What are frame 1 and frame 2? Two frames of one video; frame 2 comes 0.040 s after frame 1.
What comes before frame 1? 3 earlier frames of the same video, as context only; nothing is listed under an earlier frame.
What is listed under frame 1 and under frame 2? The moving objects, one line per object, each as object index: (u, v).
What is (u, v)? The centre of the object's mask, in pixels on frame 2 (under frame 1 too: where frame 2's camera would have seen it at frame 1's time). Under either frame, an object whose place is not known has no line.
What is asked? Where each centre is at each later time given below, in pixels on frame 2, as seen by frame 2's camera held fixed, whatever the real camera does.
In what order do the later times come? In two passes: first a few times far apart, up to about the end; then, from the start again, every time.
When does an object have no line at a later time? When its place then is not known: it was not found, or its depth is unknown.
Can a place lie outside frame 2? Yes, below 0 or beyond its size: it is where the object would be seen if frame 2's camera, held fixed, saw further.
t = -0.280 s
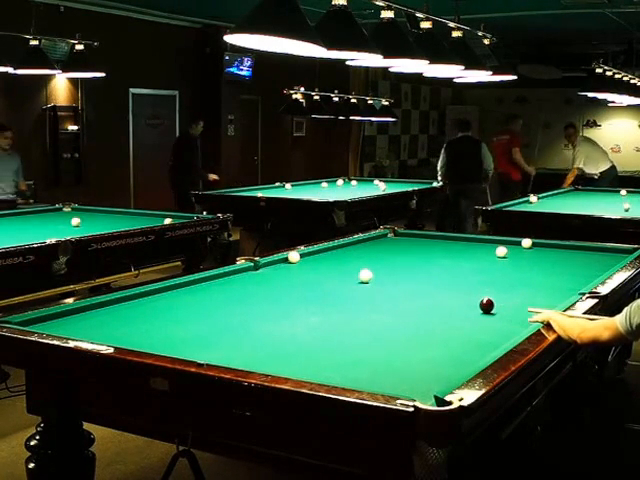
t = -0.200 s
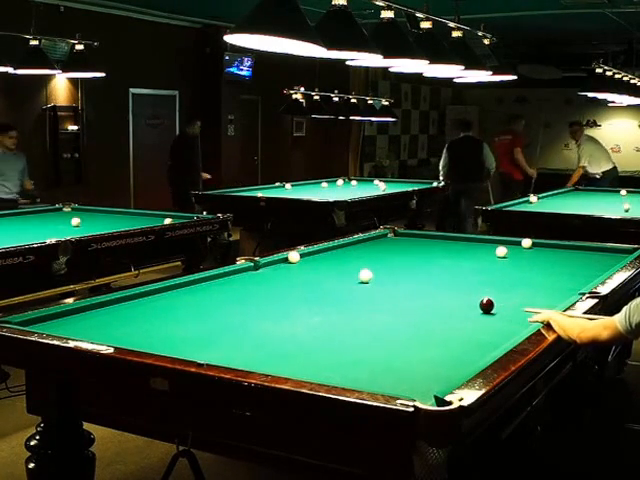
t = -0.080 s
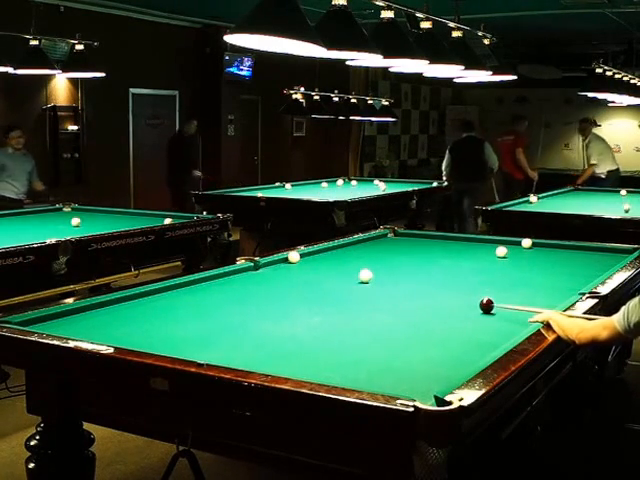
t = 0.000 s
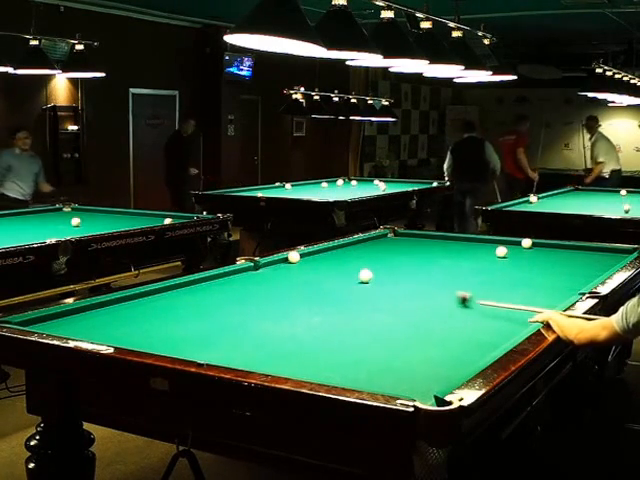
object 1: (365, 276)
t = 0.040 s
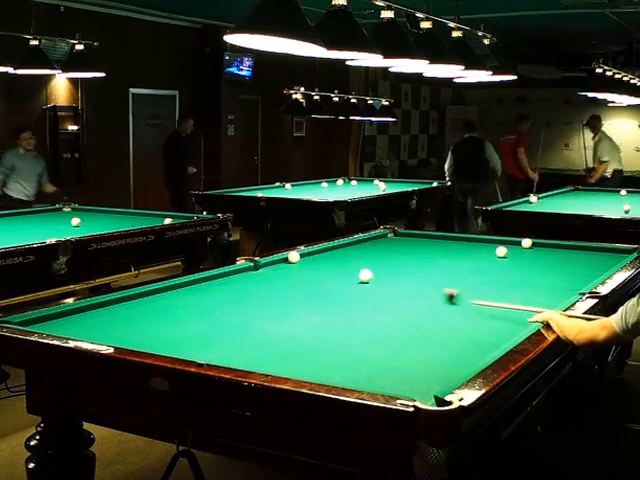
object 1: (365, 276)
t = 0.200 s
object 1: (365, 276)
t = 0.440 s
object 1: (344, 274)
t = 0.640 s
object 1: (309, 271)
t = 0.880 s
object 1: (274, 268)
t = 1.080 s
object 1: (261, 267)
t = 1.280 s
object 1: (277, 268)
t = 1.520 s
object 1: (296, 270)
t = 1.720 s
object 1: (312, 271)
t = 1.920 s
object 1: (328, 273)
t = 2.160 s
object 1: (347, 275)
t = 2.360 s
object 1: (362, 277)
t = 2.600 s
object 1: (380, 279)
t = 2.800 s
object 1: (396, 280)
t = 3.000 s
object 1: (410, 281)
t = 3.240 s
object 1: (428, 283)
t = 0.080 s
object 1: (365, 276)
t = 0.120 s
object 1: (365, 276)
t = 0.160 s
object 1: (365, 276)
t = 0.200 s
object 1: (365, 276)
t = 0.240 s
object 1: (365, 276)
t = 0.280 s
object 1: (365, 276)
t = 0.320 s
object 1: (365, 276)
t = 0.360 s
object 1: (361, 275)
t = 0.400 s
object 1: (352, 275)
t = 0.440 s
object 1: (344, 274)
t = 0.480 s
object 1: (336, 273)
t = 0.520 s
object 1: (328, 273)
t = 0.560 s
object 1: (322, 272)
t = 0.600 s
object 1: (315, 271)
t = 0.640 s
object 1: (309, 271)
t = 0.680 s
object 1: (303, 270)
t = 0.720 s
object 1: (298, 270)
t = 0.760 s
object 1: (292, 269)
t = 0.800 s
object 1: (286, 269)
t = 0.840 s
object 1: (280, 269)
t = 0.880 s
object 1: (274, 268)
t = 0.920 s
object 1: (269, 268)
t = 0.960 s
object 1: (263, 267)
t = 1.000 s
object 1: (258, 267)
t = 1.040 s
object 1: (257, 267)
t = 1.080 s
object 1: (261, 267)
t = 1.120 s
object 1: (264, 267)
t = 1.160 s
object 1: (267, 268)
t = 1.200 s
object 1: (270, 268)
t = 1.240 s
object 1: (274, 268)
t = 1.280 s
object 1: (277, 268)
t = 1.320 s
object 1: (280, 269)
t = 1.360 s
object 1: (283, 269)
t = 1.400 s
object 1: (287, 270)
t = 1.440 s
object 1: (290, 270)
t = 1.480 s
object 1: (293, 270)
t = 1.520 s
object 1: (296, 270)
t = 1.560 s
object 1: (299, 270)
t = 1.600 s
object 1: (303, 271)
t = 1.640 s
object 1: (306, 271)
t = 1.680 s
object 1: (309, 271)
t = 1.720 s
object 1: (312, 271)
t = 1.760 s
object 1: (316, 272)
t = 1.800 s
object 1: (319, 272)
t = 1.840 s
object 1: (322, 272)
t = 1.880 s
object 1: (325, 273)
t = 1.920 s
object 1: (328, 273)
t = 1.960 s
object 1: (331, 273)
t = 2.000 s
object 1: (334, 274)
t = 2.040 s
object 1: (337, 274)
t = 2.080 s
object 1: (341, 275)
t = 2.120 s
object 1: (344, 275)
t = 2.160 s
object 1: (347, 275)
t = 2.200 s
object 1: (350, 275)
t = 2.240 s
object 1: (353, 276)
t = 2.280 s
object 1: (356, 276)
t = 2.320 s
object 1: (359, 276)
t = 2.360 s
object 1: (362, 277)
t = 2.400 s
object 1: (365, 277)
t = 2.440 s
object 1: (369, 277)
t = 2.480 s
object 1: (371, 278)
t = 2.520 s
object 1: (375, 278)
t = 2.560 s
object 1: (377, 278)
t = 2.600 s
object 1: (380, 279)
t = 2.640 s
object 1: (384, 279)
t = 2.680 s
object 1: (387, 279)
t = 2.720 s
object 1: (389, 279)
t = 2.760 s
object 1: (393, 279)
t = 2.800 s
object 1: (396, 280)
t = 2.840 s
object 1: (398, 280)
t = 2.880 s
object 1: (402, 281)
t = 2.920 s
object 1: (404, 281)
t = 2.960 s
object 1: (407, 281)
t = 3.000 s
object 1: (410, 281)
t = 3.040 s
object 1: (413, 282)
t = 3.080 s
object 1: (416, 282)
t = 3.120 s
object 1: (419, 282)
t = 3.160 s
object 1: (422, 283)
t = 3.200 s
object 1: (425, 283)
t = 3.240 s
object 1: (428, 283)
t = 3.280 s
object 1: (430, 283)
